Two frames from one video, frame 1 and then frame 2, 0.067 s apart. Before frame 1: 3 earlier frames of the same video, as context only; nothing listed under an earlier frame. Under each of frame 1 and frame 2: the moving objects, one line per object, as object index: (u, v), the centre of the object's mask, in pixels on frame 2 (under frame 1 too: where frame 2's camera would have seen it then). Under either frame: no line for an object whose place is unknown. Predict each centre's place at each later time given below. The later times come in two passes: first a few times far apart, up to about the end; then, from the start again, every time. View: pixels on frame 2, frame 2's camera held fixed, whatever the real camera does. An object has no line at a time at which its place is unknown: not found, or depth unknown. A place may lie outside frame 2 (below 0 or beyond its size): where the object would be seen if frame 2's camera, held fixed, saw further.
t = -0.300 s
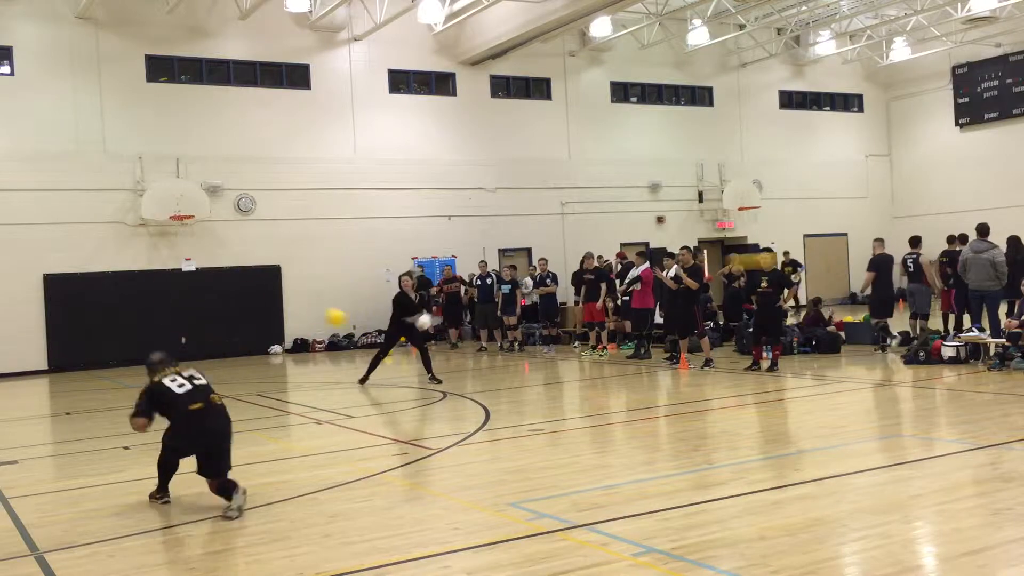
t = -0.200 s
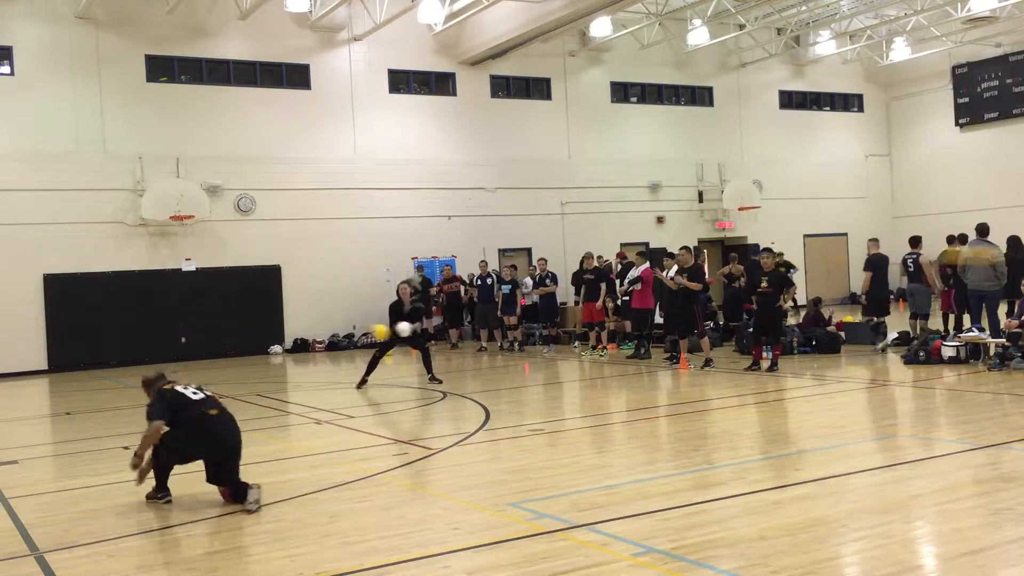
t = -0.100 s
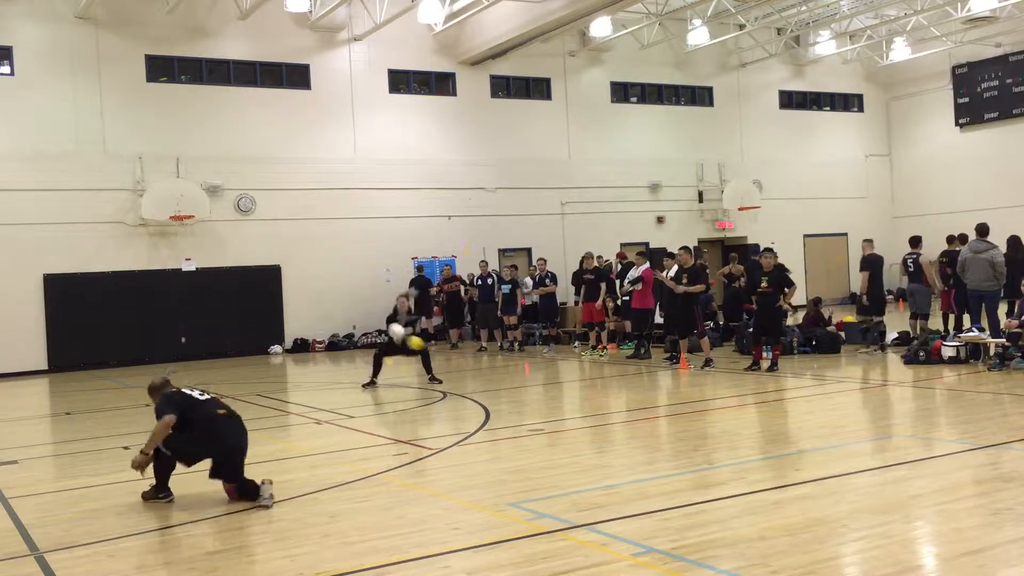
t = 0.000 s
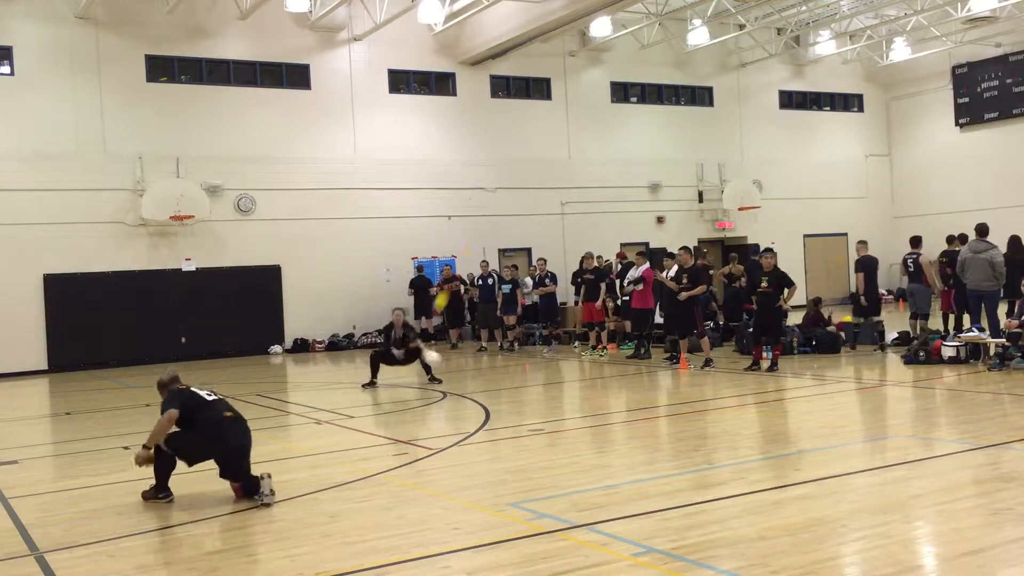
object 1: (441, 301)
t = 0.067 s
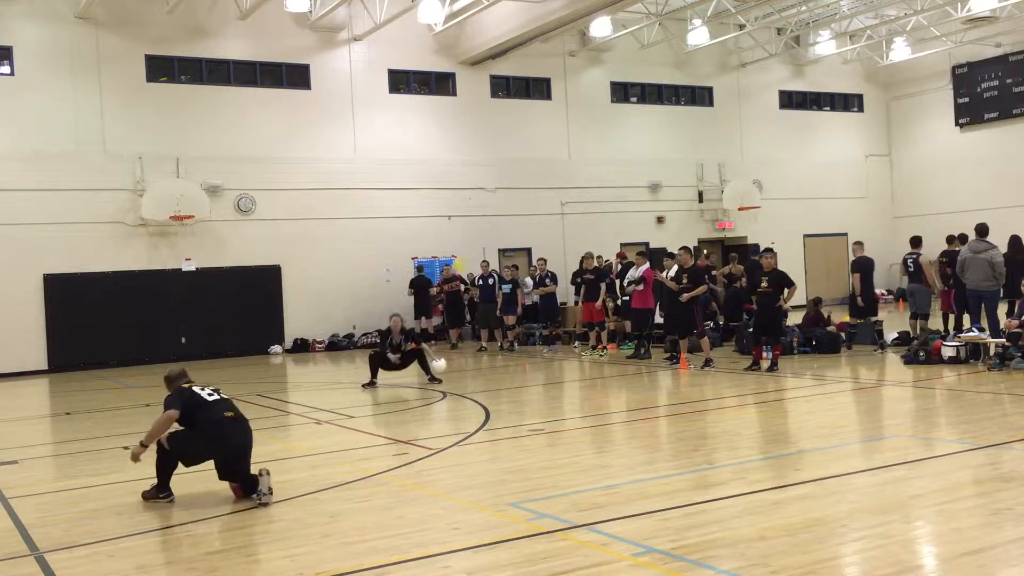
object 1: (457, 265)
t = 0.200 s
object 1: (490, 204)
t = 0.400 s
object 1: (539, 143)
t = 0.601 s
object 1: (587, 113)
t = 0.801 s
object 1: (633, 112)
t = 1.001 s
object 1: (677, 140)
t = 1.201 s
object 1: (720, 193)
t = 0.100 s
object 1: (466, 249)
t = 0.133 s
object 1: (473, 232)
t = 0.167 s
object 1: (482, 217)
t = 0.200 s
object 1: (490, 204)
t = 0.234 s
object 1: (498, 193)
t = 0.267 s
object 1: (507, 180)
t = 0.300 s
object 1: (516, 169)
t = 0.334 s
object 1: (522, 160)
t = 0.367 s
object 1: (531, 151)
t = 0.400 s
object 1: (539, 143)
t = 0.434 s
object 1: (547, 135)
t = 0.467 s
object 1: (554, 129)
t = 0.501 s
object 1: (563, 125)
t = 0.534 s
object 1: (570, 120)
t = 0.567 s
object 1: (579, 116)
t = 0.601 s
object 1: (587, 113)
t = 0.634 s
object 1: (595, 111)
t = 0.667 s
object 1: (602, 109)
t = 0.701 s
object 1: (610, 109)
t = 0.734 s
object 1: (618, 109)
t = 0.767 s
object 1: (625, 110)
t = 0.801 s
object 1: (633, 112)
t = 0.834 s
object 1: (641, 115)
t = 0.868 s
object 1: (648, 118)
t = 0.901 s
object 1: (657, 122)
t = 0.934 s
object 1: (664, 127)
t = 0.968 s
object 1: (670, 132)
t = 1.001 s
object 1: (677, 140)
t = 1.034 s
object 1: (686, 146)
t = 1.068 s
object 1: (692, 154)
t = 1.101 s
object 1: (699, 163)
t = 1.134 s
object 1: (706, 172)
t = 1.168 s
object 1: (713, 182)
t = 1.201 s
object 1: (720, 193)
